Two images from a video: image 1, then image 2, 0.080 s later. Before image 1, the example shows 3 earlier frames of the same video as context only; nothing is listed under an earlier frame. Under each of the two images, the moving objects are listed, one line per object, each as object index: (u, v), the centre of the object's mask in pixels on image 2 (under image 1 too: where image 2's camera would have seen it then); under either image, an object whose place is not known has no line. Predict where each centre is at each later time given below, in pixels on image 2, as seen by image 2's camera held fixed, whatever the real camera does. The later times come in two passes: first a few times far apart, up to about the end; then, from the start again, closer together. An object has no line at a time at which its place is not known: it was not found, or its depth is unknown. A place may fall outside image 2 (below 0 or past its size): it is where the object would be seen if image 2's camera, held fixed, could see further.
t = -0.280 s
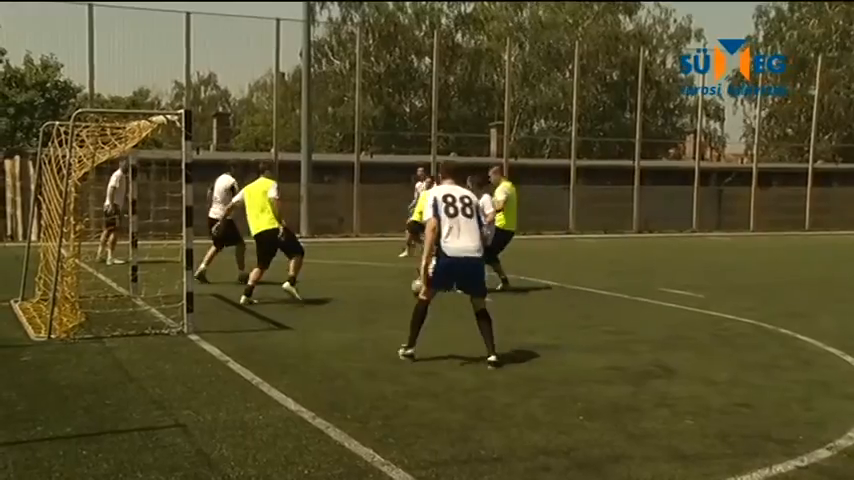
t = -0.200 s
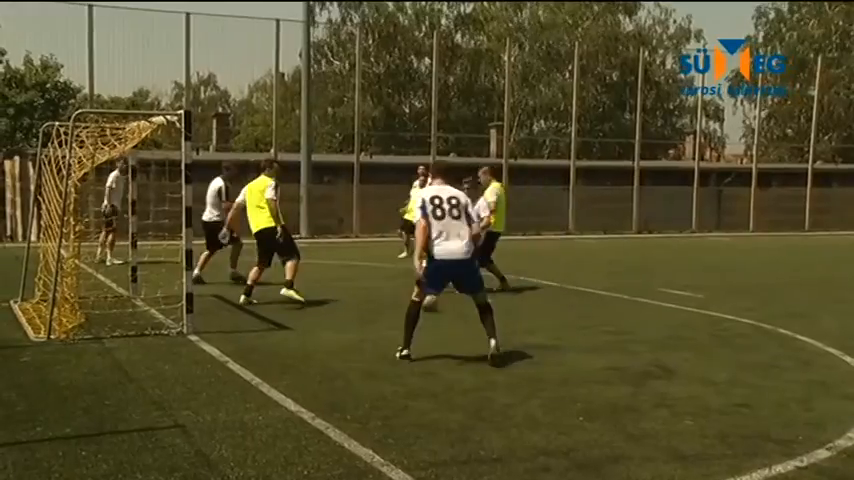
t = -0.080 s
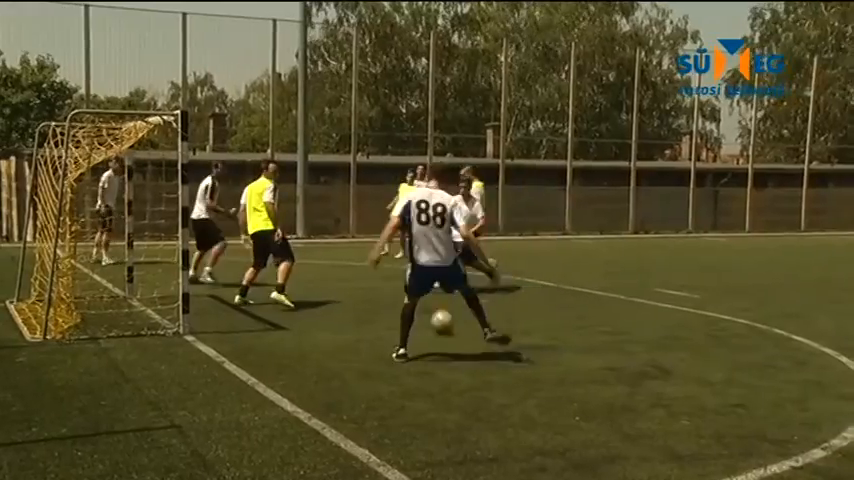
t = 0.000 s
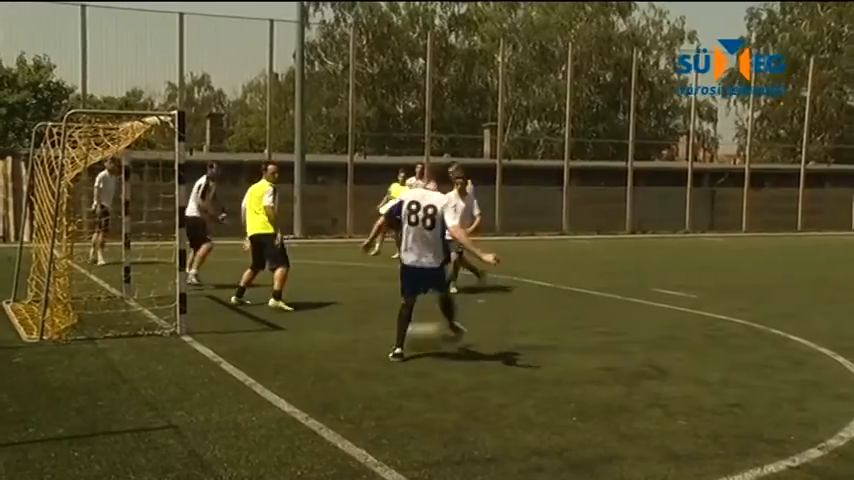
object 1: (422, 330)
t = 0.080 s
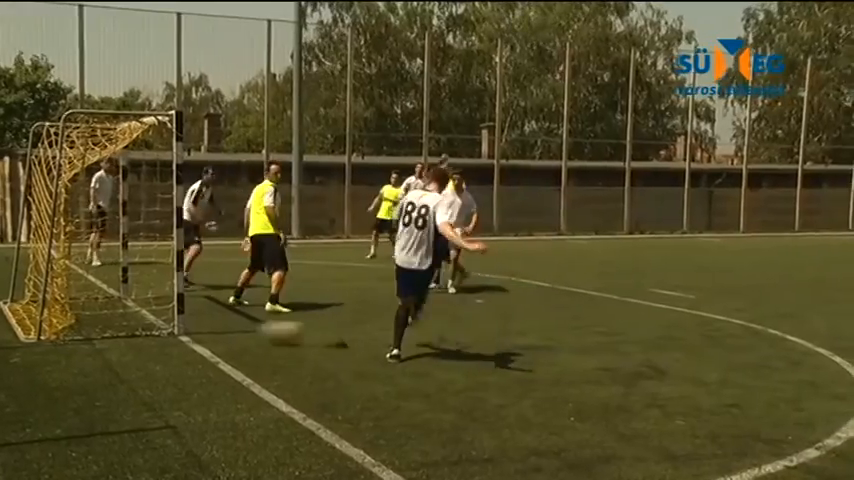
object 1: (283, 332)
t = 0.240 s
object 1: (53, 326)
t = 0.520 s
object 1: (62, 322)
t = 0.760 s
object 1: (37, 335)
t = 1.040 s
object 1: (15, 340)
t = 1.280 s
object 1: (5, 345)
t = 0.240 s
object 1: (53, 326)
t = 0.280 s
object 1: (73, 323)
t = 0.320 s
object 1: (77, 326)
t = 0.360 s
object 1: (73, 324)
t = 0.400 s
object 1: (71, 320)
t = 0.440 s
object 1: (69, 319)
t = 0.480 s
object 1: (66, 320)
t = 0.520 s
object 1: (62, 322)
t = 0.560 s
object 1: (59, 326)
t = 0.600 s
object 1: (56, 330)
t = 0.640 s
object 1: (50, 329)
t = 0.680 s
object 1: (47, 331)
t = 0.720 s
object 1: (41, 333)
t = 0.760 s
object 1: (37, 335)
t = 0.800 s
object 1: (34, 334)
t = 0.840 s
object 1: (32, 335)
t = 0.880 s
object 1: (29, 337)
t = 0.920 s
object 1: (25, 338)
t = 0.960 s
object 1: (23, 339)
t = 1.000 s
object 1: (19, 340)
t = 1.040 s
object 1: (15, 340)
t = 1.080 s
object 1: (12, 341)
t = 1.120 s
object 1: (9, 343)
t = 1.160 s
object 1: (8, 344)
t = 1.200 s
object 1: (7, 344)
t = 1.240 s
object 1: (5, 344)
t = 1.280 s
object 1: (5, 345)
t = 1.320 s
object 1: (4, 346)
